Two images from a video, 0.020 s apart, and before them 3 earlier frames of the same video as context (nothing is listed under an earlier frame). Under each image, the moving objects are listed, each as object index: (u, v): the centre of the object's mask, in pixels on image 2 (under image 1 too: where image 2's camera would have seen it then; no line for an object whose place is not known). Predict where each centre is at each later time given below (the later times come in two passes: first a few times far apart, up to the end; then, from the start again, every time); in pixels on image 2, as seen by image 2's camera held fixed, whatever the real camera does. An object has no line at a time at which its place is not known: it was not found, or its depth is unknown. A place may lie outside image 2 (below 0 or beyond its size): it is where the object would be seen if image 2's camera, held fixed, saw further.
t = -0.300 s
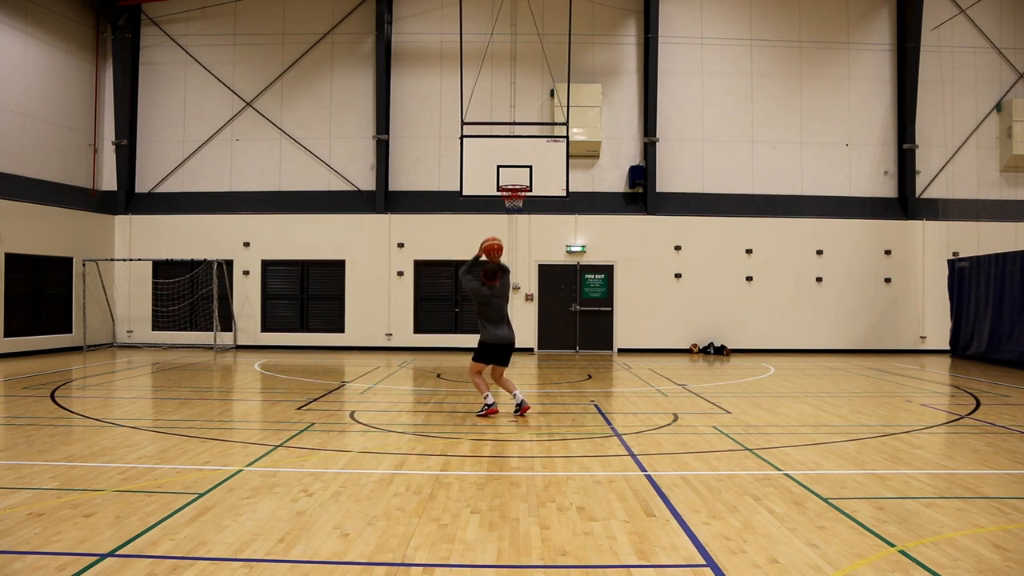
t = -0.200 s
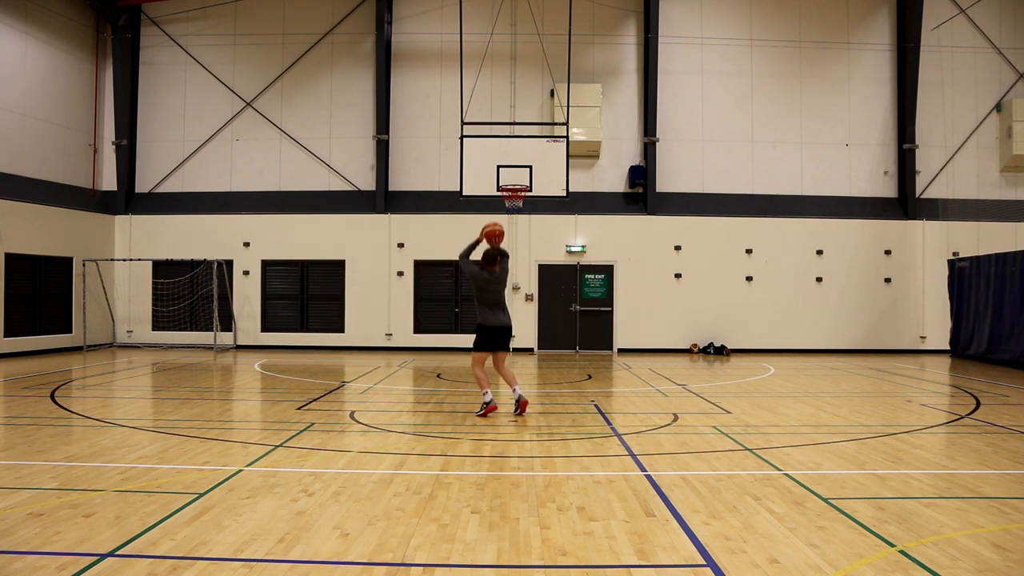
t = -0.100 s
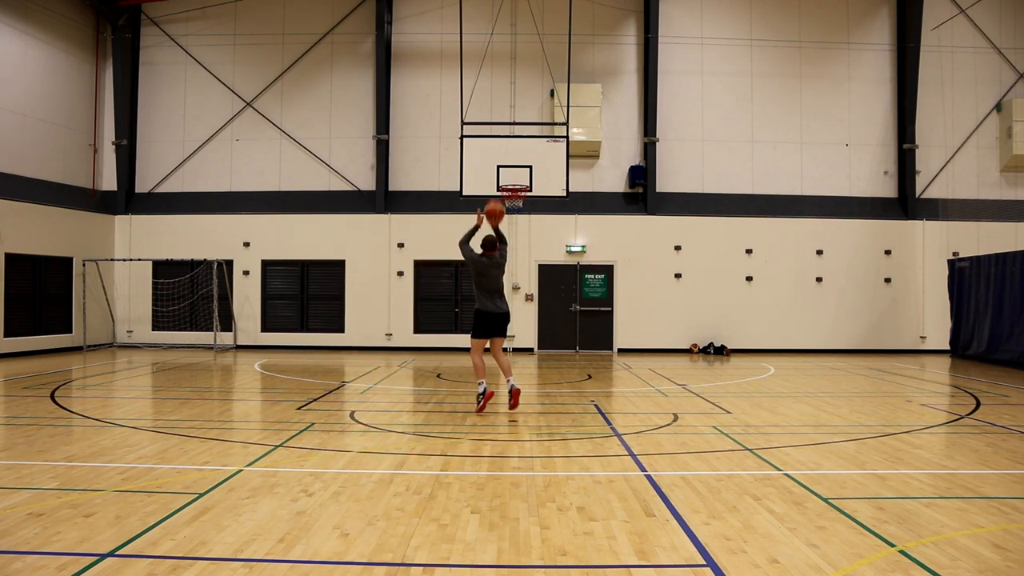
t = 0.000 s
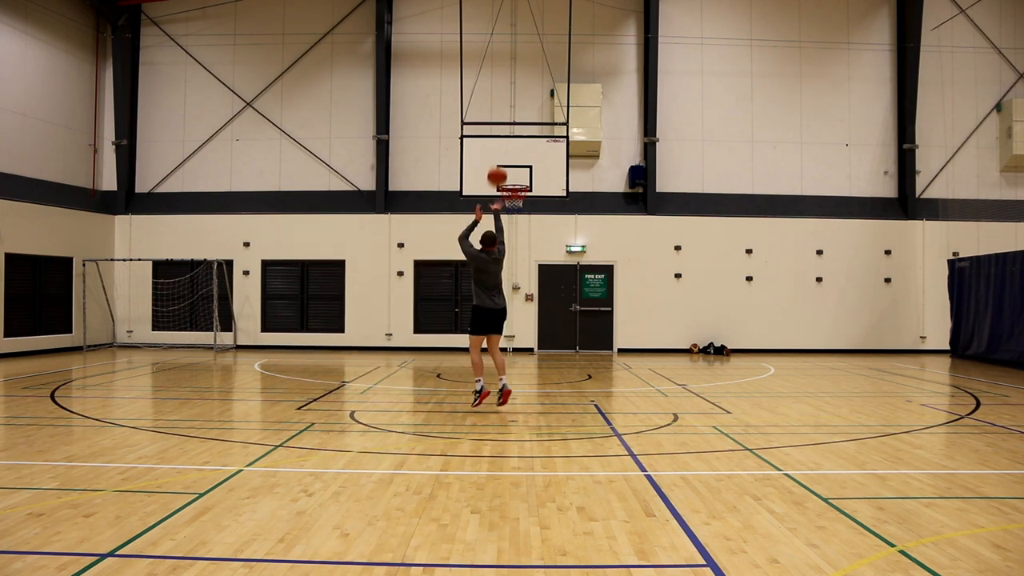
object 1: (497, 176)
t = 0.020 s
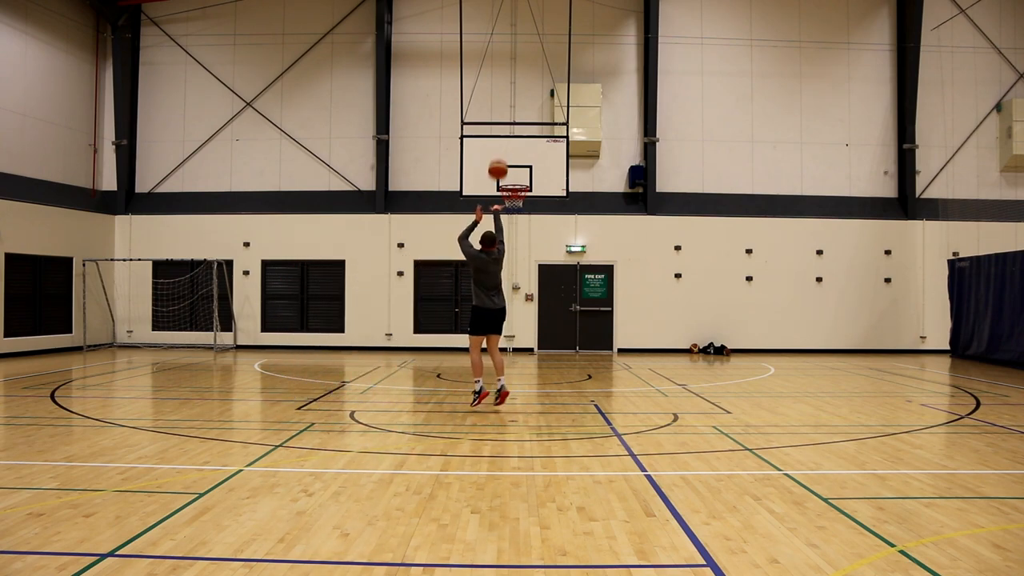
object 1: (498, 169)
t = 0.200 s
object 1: (503, 128)
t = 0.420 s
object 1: (509, 115)
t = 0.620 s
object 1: (512, 131)
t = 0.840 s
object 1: (515, 174)
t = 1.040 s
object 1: (516, 170)
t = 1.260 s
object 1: (516, 179)
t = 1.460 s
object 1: (517, 182)
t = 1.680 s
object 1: (515, 202)
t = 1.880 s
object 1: (513, 243)
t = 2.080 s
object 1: (510, 308)
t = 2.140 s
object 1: (510, 332)
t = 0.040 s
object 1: (498, 163)
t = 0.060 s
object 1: (499, 158)
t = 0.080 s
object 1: (500, 153)
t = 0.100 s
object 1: (500, 147)
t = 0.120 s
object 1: (501, 143)
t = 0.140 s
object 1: (502, 138)
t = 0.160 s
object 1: (502, 135)
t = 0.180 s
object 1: (502, 131)
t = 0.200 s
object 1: (503, 128)
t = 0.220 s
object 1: (504, 125)
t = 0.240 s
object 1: (504, 123)
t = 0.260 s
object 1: (505, 121)
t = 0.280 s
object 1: (505, 119)
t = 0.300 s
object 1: (506, 118)
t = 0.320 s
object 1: (506, 117)
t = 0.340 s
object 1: (507, 116)
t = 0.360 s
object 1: (507, 115)
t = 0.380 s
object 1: (508, 115)
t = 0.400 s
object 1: (508, 115)
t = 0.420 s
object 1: (509, 115)
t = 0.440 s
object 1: (509, 115)
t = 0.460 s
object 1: (509, 116)
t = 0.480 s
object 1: (510, 117)
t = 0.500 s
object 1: (510, 119)
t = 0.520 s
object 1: (510, 120)
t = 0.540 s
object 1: (511, 121)
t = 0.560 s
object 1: (511, 124)
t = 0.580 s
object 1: (512, 126)
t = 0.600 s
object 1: (512, 128)
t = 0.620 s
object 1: (512, 131)
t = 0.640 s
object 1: (513, 134)
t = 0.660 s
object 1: (513, 137)
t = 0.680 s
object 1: (513, 140)
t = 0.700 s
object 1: (514, 144)
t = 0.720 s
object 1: (514, 148)
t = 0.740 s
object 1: (514, 152)
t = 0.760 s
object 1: (514, 156)
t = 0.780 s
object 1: (515, 160)
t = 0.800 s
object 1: (515, 164)
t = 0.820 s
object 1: (515, 169)
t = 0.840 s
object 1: (515, 174)
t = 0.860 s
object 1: (516, 177)
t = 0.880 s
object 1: (516, 176)
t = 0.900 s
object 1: (516, 174)
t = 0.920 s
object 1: (516, 173)
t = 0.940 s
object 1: (516, 171)
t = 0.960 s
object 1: (516, 171)
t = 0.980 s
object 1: (516, 170)
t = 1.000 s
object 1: (516, 169)
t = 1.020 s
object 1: (516, 169)
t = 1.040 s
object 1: (516, 170)
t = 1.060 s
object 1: (516, 170)
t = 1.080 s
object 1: (516, 170)
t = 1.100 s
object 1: (516, 171)
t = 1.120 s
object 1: (516, 172)
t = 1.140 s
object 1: (516, 173)
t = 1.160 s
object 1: (516, 174)
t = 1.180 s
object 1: (516, 176)
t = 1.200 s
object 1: (516, 177)
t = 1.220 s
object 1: (516, 179)
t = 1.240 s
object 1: (516, 179)
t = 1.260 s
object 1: (516, 179)
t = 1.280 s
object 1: (516, 178)
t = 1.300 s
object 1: (517, 178)
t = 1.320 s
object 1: (517, 178)
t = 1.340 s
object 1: (517, 178)
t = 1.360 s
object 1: (517, 178)
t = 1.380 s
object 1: (517, 179)
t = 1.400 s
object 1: (517, 179)
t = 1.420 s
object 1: (517, 180)
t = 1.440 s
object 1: (517, 181)
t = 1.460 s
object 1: (517, 182)
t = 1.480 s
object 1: (517, 183)
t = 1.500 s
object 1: (517, 184)
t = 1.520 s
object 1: (516, 185)
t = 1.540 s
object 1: (516, 187)
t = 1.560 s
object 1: (516, 189)
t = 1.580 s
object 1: (516, 192)
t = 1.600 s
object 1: (516, 193)
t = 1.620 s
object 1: (516, 195)
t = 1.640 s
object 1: (516, 200)
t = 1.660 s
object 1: (515, 200)
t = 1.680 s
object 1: (515, 202)
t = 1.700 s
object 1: (515, 210)
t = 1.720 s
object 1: (515, 211)
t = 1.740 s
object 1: (514, 213)
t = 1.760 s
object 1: (514, 216)
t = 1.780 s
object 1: (514, 221)
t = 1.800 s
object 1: (514, 225)
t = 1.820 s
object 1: (514, 229)
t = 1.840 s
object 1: (513, 234)
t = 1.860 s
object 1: (513, 238)
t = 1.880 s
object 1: (513, 243)
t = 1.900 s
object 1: (513, 249)
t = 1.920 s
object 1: (512, 254)
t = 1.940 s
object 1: (512, 260)
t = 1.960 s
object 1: (512, 266)
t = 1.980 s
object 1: (511, 272)
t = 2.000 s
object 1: (511, 278)
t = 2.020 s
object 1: (511, 285)
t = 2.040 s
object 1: (511, 293)
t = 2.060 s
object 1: (510, 300)
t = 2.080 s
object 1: (510, 308)
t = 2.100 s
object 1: (510, 315)
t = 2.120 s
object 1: (510, 323)
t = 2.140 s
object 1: (510, 332)
